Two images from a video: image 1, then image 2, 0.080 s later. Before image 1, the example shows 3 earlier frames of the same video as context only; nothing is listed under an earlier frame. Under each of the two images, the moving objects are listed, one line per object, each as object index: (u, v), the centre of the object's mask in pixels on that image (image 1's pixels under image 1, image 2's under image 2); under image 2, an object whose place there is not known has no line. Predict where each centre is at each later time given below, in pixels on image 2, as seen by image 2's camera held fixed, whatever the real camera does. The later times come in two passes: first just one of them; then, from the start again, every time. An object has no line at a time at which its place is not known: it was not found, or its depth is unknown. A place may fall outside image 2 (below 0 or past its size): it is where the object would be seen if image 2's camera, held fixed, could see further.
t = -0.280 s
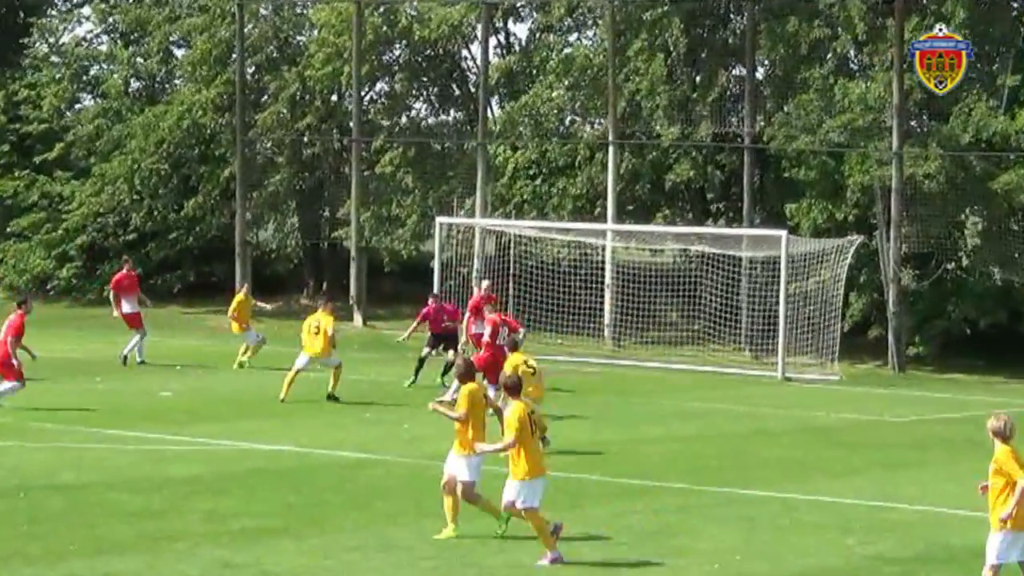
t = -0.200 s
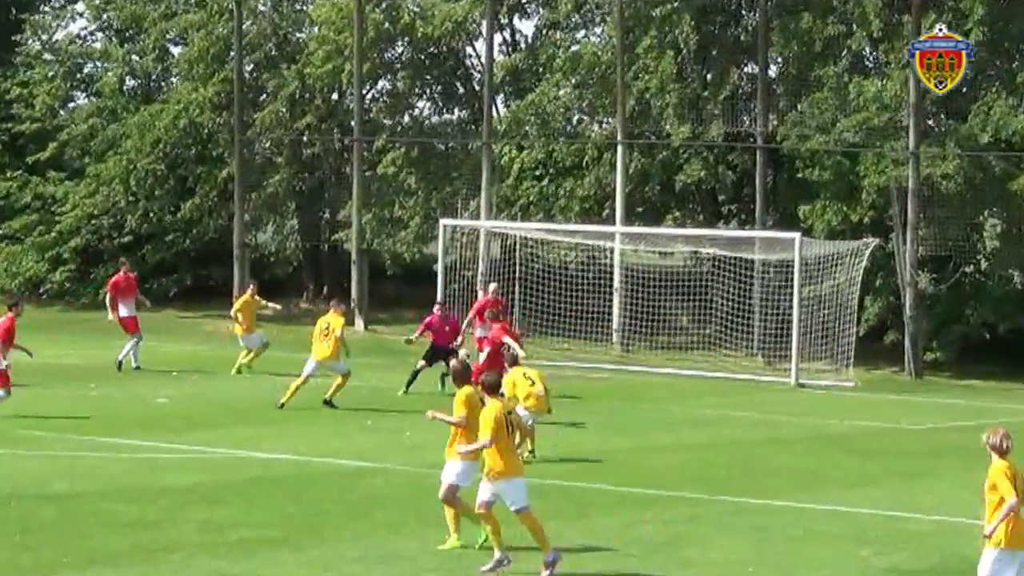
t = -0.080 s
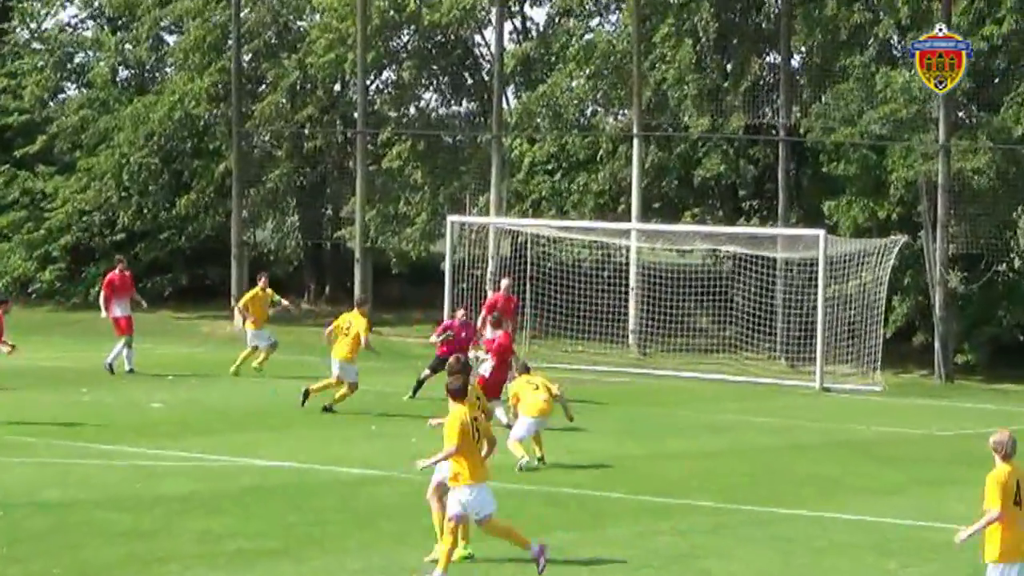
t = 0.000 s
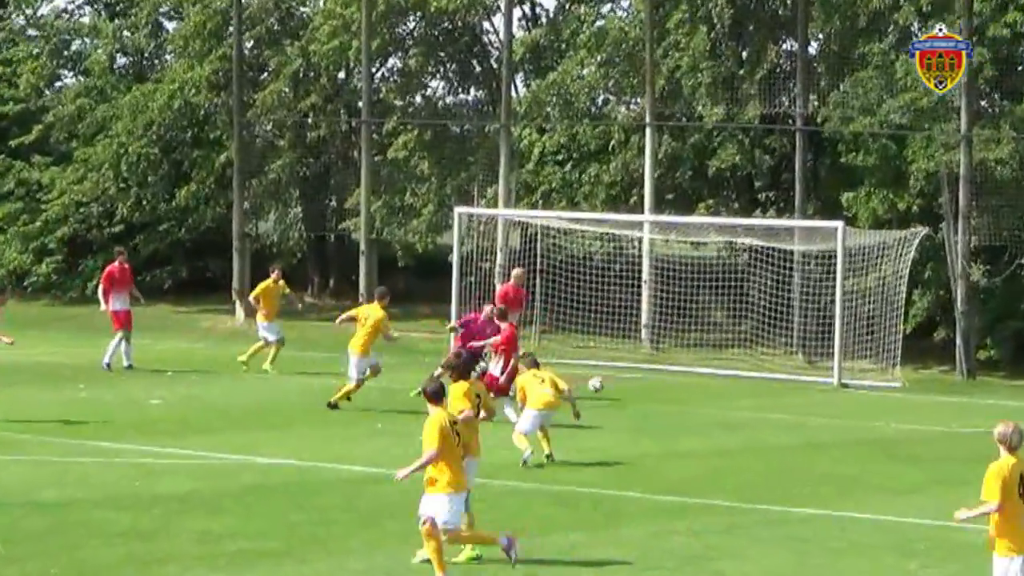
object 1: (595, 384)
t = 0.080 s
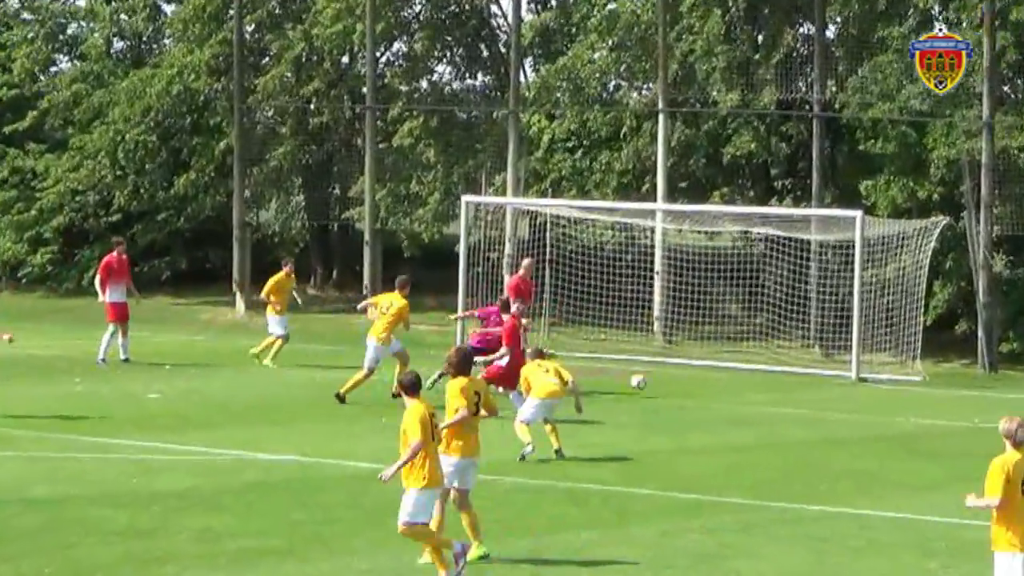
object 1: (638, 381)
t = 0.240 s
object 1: (690, 377)
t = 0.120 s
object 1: (653, 386)
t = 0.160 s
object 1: (667, 386)
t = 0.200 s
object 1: (678, 382)
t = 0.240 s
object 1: (690, 377)
